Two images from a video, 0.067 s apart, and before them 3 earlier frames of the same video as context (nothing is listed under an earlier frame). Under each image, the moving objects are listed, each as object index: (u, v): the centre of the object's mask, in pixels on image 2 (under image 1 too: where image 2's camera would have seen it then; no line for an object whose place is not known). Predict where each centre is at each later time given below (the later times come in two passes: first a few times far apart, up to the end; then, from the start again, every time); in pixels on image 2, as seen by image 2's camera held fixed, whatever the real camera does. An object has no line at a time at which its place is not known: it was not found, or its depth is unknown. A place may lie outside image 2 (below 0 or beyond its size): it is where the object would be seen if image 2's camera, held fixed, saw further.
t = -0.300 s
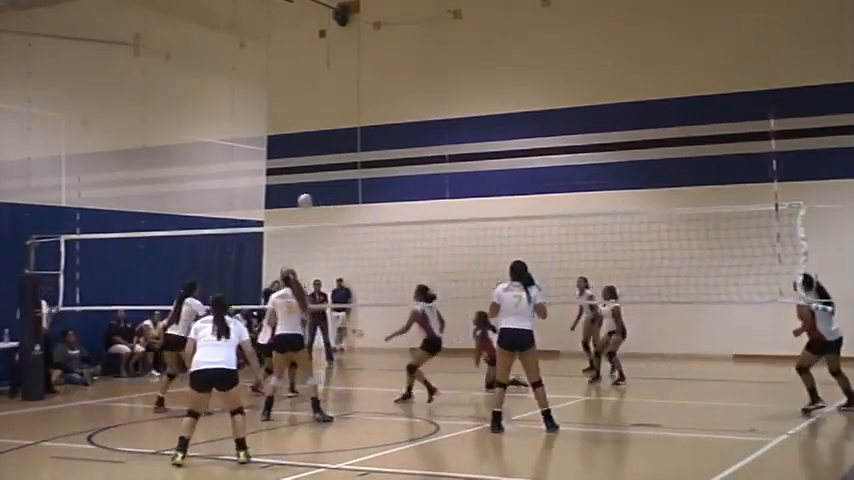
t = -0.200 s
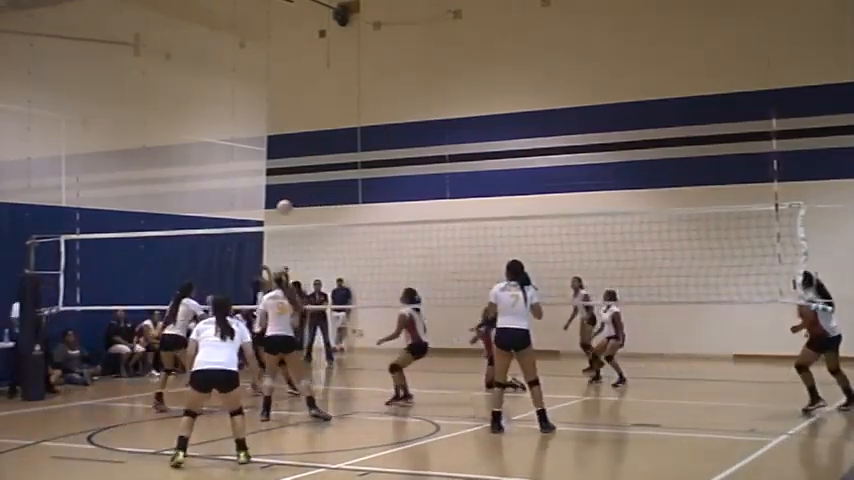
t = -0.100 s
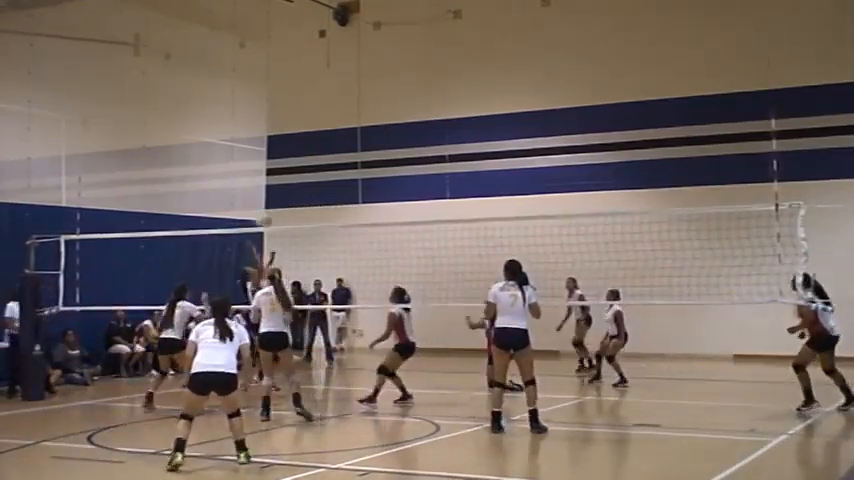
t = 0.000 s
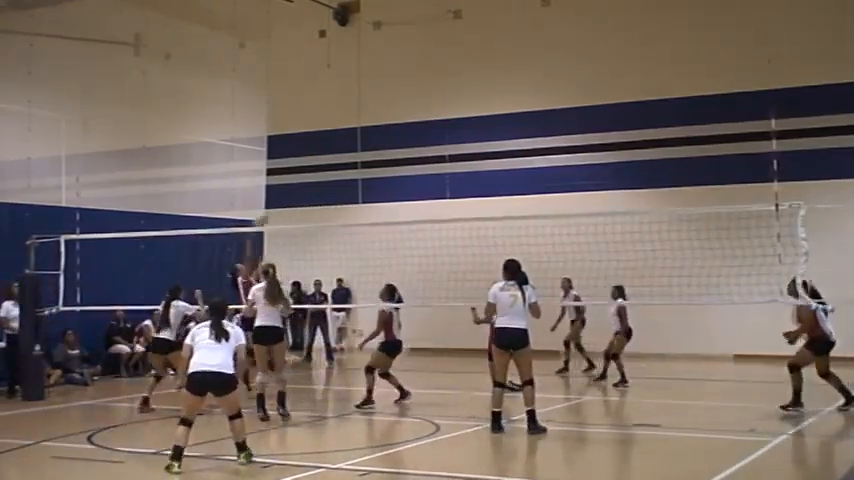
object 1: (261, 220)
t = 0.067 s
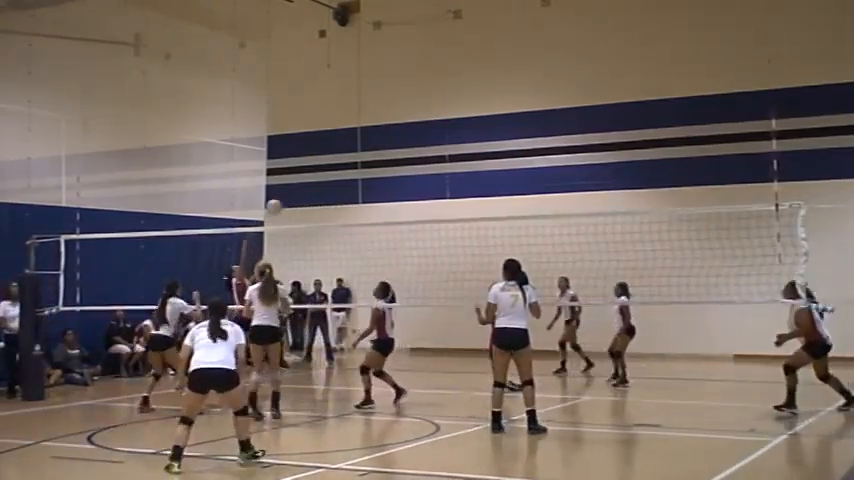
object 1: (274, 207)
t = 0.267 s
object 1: (315, 188)
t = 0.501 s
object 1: (363, 202)
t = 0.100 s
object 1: (281, 201)
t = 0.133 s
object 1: (288, 197)
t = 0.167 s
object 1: (295, 193)
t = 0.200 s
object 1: (301, 191)
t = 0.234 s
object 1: (308, 189)
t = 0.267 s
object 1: (315, 188)
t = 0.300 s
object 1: (322, 188)
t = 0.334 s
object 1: (329, 188)
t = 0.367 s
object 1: (336, 189)
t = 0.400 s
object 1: (343, 191)
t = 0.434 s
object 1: (349, 194)
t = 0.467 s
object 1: (357, 198)
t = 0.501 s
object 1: (363, 202)
